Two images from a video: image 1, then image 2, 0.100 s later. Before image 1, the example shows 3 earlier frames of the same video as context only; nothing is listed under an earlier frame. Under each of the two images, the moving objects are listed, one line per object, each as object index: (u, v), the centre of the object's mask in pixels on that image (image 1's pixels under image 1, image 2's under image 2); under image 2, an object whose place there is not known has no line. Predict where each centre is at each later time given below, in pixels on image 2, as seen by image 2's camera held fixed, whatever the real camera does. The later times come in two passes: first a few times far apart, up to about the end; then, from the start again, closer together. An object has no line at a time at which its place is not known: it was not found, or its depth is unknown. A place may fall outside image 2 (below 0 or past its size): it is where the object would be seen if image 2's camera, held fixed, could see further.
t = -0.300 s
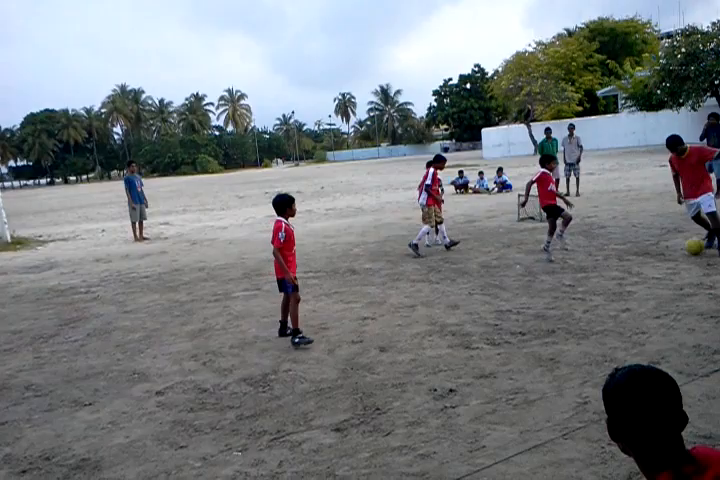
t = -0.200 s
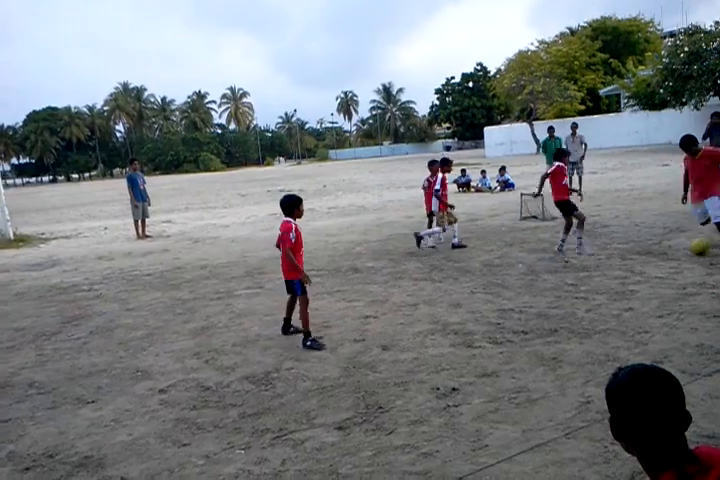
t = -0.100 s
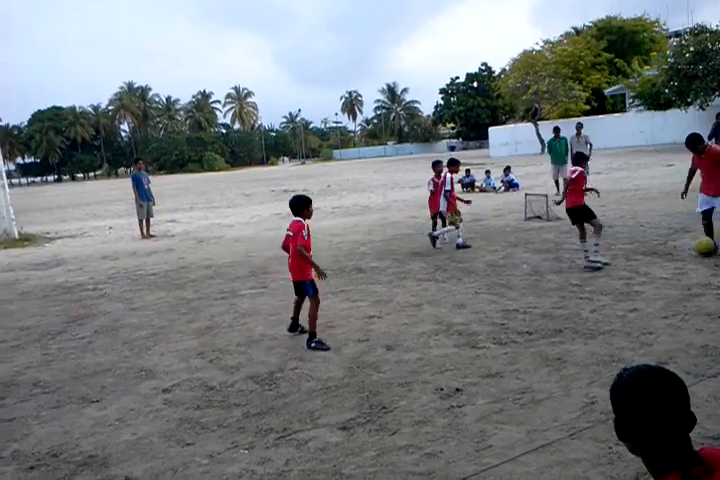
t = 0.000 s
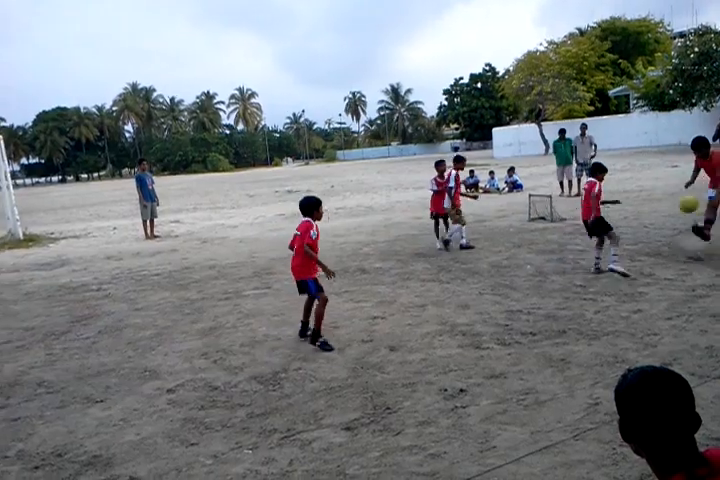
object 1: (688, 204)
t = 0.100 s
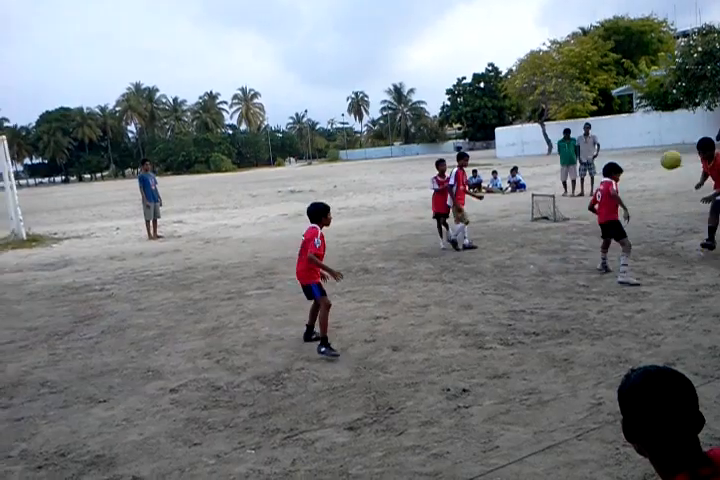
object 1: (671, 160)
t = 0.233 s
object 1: (641, 107)
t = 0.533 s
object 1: (556, 35)
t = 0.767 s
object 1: (472, 42)
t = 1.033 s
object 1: (347, 162)
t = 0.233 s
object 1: (641, 107)
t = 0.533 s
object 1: (556, 35)
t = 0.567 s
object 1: (545, 32)
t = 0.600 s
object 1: (534, 29)
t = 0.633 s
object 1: (522, 28)
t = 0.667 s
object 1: (510, 29)
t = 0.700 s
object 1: (498, 32)
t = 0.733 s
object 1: (485, 36)
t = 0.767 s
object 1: (472, 42)
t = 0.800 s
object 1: (458, 49)
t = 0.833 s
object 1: (444, 59)
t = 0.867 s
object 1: (429, 71)
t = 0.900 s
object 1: (414, 84)
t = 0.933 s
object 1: (399, 99)
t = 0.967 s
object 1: (382, 117)
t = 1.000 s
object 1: (365, 138)
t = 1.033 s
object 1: (347, 162)
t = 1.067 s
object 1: (330, 188)
